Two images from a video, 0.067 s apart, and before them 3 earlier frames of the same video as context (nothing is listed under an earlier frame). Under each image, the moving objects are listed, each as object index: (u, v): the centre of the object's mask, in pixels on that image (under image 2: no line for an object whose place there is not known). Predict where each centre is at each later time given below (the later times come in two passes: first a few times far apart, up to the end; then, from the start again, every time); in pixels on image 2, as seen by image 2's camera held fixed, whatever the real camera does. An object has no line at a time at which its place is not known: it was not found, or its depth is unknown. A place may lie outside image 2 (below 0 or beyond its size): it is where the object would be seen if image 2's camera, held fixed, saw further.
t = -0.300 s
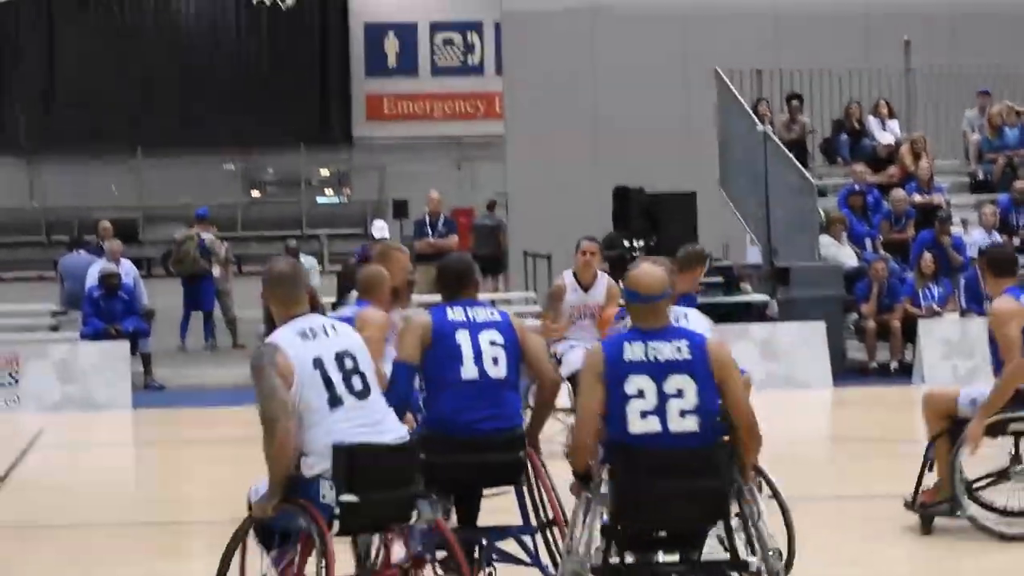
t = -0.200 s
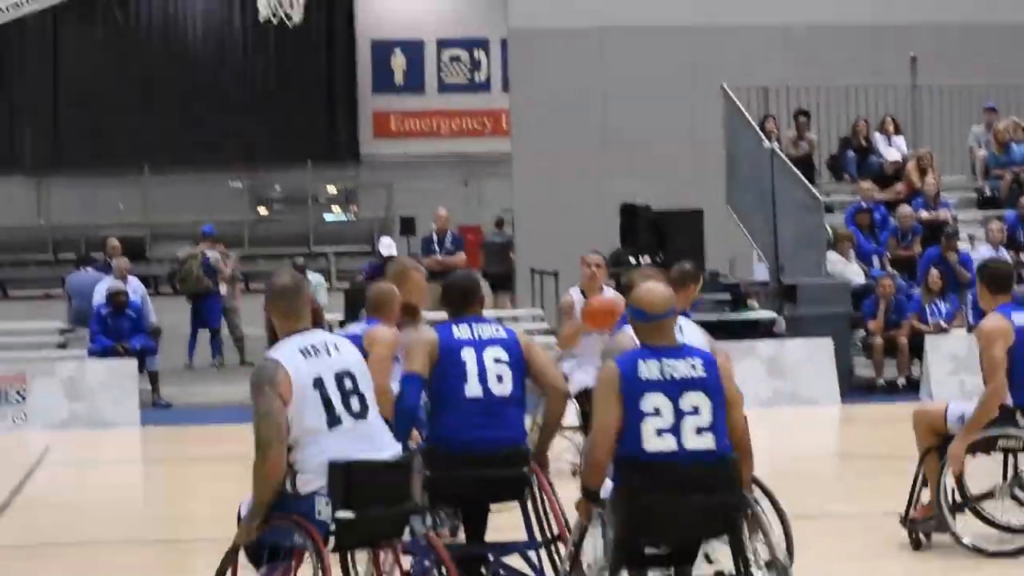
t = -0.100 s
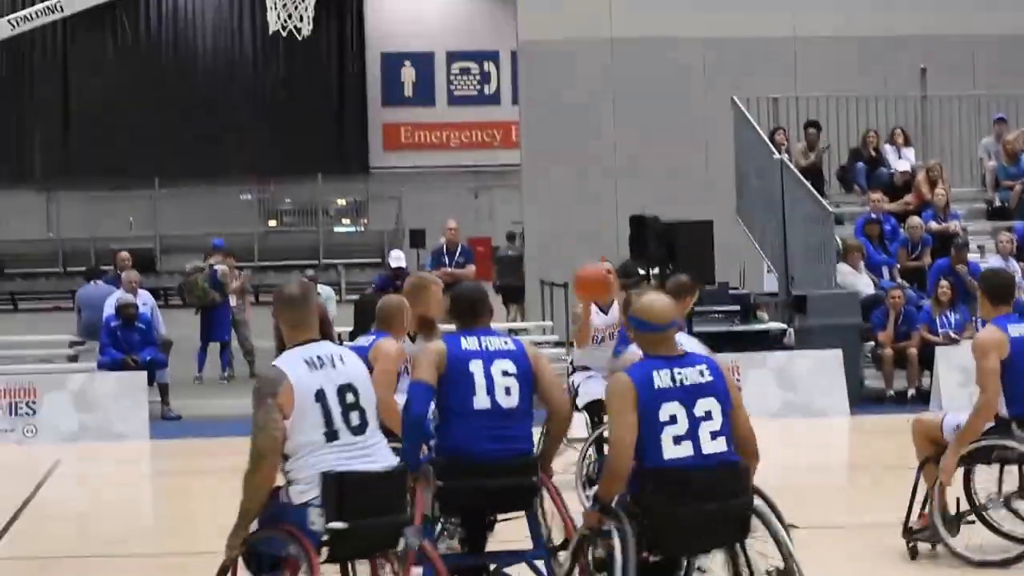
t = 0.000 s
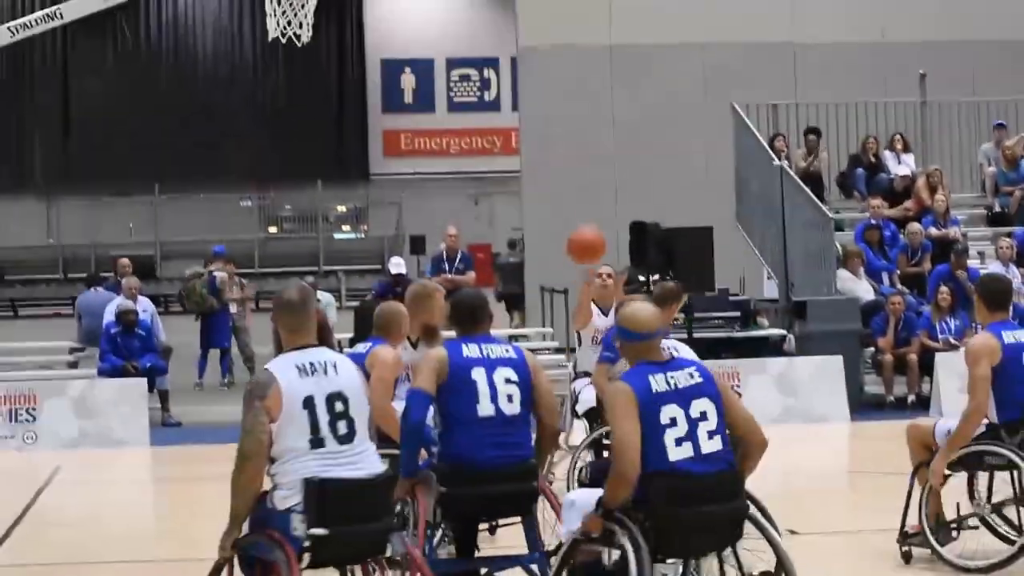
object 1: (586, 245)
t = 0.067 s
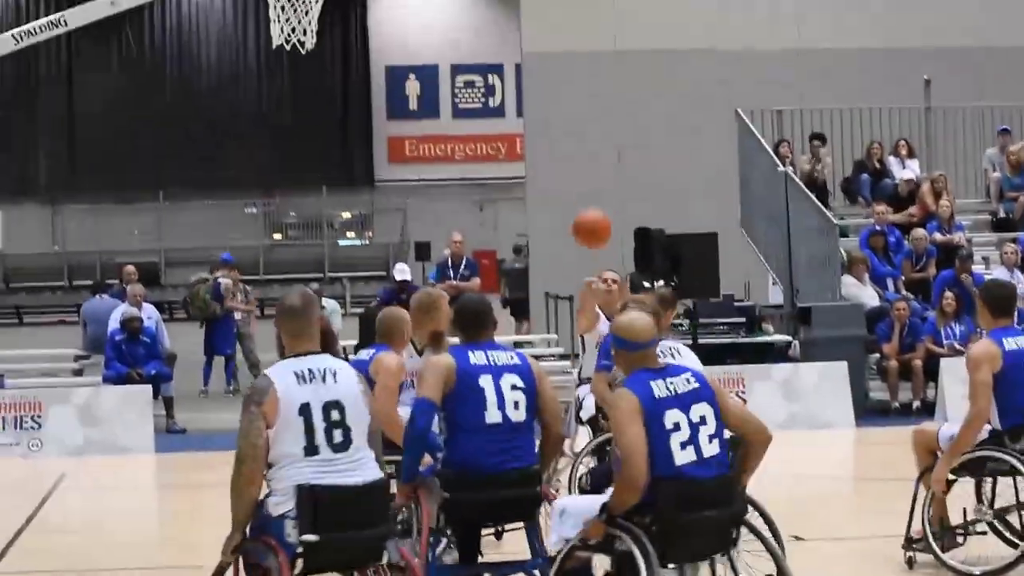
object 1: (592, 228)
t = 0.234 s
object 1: (596, 200)
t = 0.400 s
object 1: (601, 218)
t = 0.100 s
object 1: (592, 219)
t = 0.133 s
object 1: (593, 212)
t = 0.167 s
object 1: (594, 206)
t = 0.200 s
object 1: (595, 202)
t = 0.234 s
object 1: (596, 200)
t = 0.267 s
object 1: (596, 200)
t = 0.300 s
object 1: (597, 200)
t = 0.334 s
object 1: (598, 204)
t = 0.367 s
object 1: (599, 209)
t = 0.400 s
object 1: (601, 218)
